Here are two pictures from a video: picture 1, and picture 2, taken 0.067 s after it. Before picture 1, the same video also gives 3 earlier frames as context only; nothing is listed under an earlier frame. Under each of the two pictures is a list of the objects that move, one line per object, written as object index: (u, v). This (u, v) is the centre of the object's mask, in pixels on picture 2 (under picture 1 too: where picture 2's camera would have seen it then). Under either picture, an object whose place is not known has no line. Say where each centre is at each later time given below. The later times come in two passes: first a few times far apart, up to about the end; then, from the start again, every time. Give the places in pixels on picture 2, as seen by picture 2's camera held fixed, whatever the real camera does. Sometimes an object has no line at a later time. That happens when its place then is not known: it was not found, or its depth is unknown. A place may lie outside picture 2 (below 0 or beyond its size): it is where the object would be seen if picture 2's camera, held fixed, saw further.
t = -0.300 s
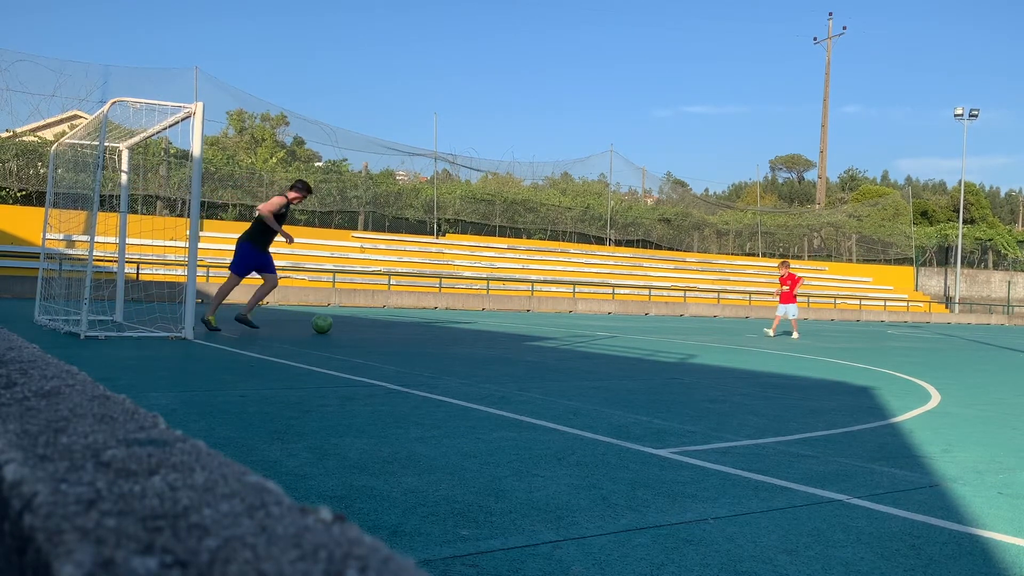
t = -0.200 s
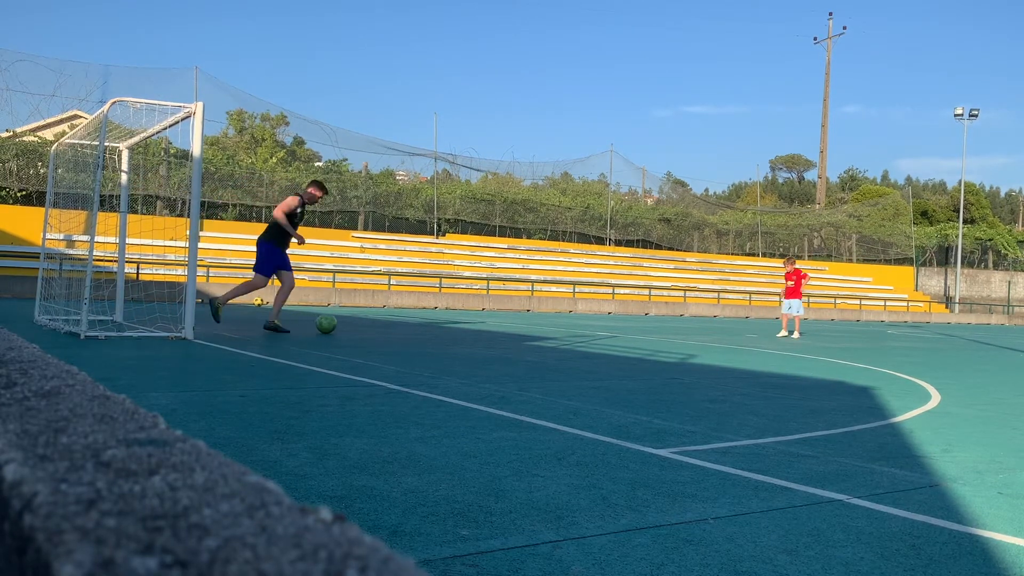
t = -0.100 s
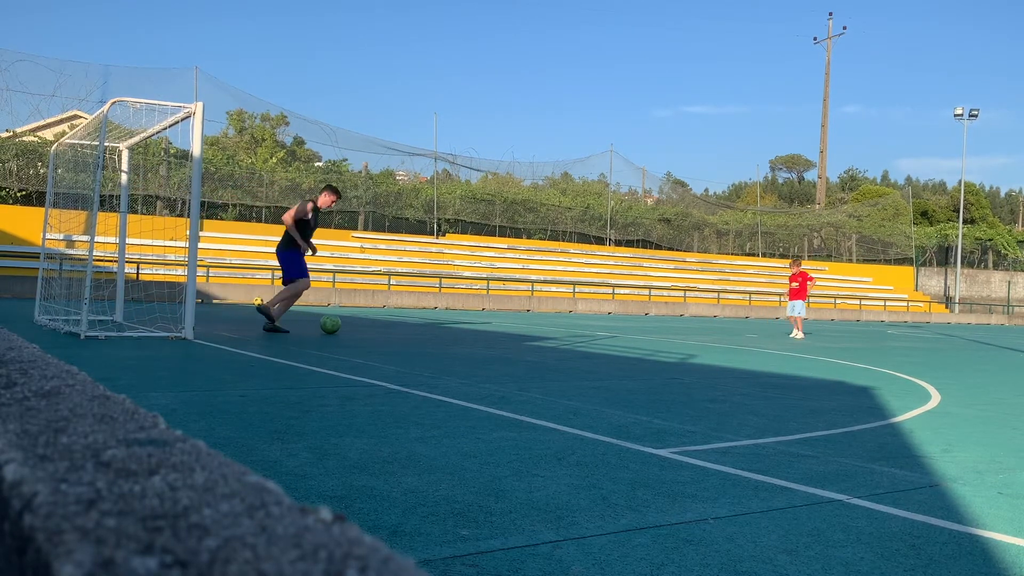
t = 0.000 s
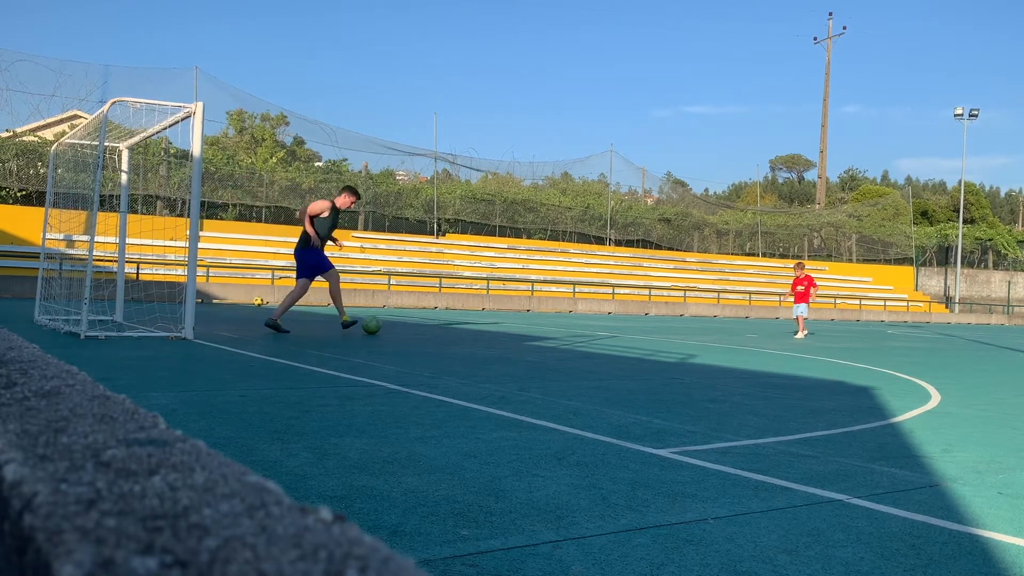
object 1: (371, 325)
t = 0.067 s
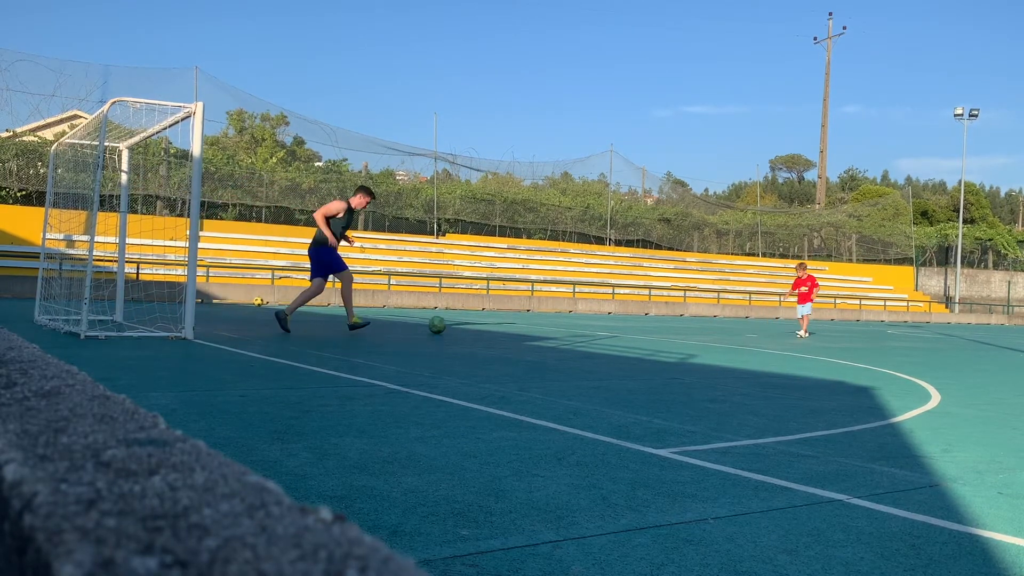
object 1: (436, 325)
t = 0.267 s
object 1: (583, 326)
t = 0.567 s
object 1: (722, 327)
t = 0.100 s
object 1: (466, 325)
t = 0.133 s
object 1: (493, 325)
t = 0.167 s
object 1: (518, 325)
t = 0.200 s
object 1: (541, 325)
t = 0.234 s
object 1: (563, 325)
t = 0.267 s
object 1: (583, 326)
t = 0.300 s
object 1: (602, 326)
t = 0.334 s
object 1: (620, 326)
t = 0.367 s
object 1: (638, 327)
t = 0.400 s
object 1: (654, 327)
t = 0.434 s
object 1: (669, 326)
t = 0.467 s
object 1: (683, 326)
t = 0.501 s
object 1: (697, 327)
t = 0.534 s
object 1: (710, 328)
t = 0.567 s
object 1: (722, 327)
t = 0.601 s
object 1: (733, 328)
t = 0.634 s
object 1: (744, 328)
